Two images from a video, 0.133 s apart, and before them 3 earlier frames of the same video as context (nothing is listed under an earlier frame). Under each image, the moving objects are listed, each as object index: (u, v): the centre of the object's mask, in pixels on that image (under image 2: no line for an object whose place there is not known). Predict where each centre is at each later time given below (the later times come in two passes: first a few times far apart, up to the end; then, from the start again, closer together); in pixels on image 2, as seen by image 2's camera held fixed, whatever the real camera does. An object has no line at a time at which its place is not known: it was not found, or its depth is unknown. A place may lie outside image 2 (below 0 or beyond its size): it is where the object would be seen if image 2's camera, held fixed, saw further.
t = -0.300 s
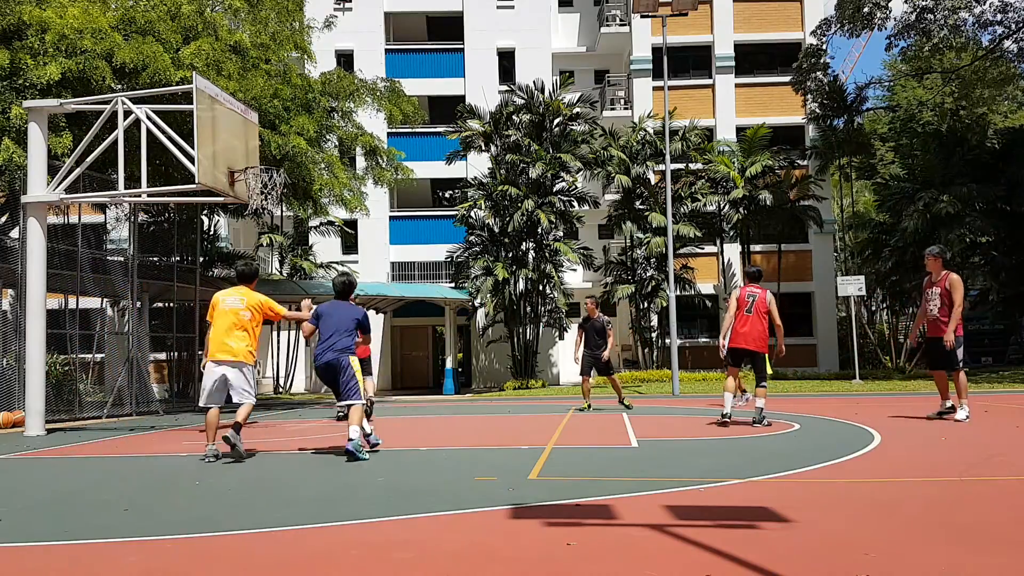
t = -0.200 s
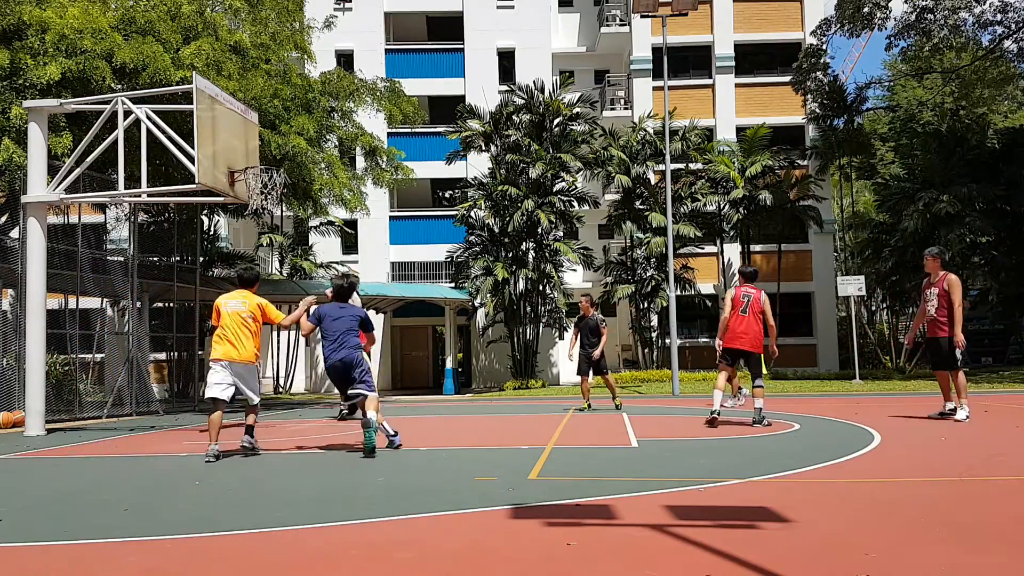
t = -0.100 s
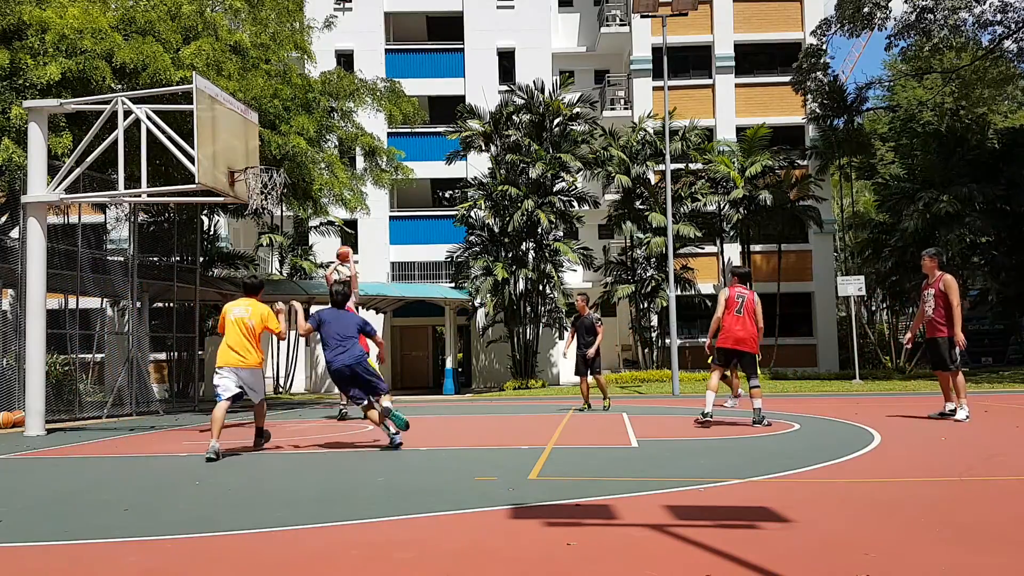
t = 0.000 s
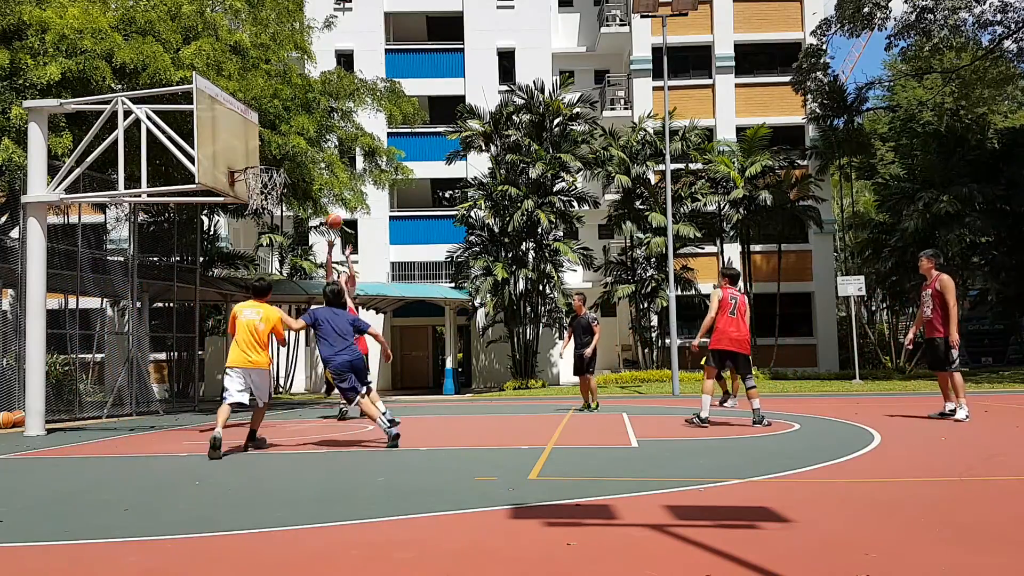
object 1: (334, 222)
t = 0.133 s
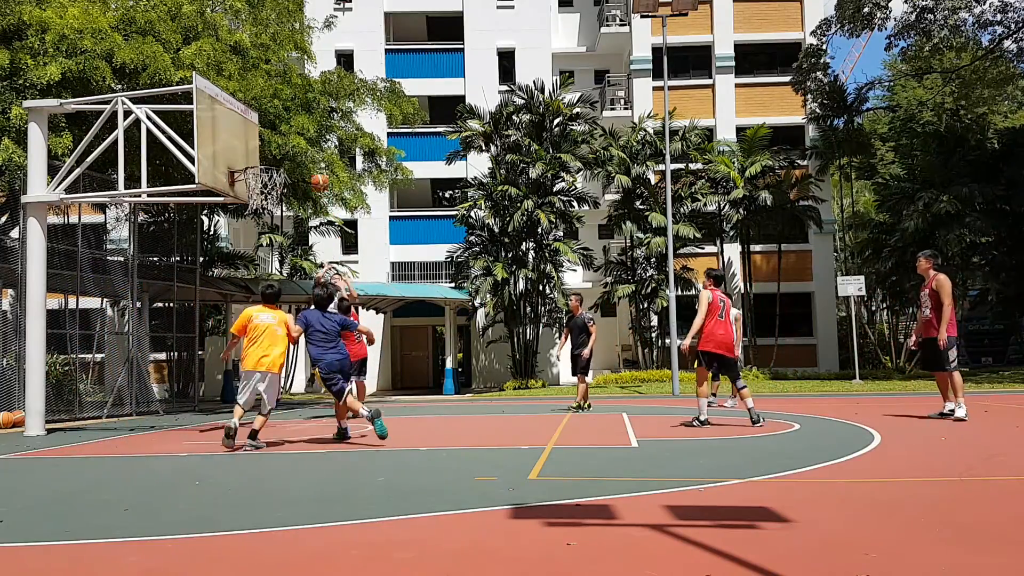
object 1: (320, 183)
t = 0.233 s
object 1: (307, 160)
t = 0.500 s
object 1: (276, 130)
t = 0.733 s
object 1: (243, 147)
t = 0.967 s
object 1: (207, 217)
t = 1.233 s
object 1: (158, 381)
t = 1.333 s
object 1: (139, 422)
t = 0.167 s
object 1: (316, 175)
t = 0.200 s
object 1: (312, 167)
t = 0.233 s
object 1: (307, 160)
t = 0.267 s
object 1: (305, 154)
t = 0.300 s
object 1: (300, 148)
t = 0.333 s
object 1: (297, 143)
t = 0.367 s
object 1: (293, 138)
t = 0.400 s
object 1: (289, 135)
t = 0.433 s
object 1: (285, 132)
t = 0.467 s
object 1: (281, 131)
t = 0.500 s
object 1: (276, 130)
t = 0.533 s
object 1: (271, 130)
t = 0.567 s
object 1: (267, 130)
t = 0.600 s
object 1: (263, 131)
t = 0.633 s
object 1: (258, 134)
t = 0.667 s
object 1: (254, 137)
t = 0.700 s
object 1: (249, 141)
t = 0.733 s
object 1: (243, 147)
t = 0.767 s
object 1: (238, 154)
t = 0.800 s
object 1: (233, 161)
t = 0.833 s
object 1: (228, 170)
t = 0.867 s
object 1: (223, 180)
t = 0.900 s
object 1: (218, 190)
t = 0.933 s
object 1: (213, 203)
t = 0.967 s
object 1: (207, 217)
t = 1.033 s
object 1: (196, 248)
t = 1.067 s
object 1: (190, 266)
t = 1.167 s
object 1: (171, 330)
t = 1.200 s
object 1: (164, 355)
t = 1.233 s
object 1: (158, 381)
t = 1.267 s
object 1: (150, 410)
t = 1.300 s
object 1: (143, 441)
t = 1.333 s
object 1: (139, 422)
